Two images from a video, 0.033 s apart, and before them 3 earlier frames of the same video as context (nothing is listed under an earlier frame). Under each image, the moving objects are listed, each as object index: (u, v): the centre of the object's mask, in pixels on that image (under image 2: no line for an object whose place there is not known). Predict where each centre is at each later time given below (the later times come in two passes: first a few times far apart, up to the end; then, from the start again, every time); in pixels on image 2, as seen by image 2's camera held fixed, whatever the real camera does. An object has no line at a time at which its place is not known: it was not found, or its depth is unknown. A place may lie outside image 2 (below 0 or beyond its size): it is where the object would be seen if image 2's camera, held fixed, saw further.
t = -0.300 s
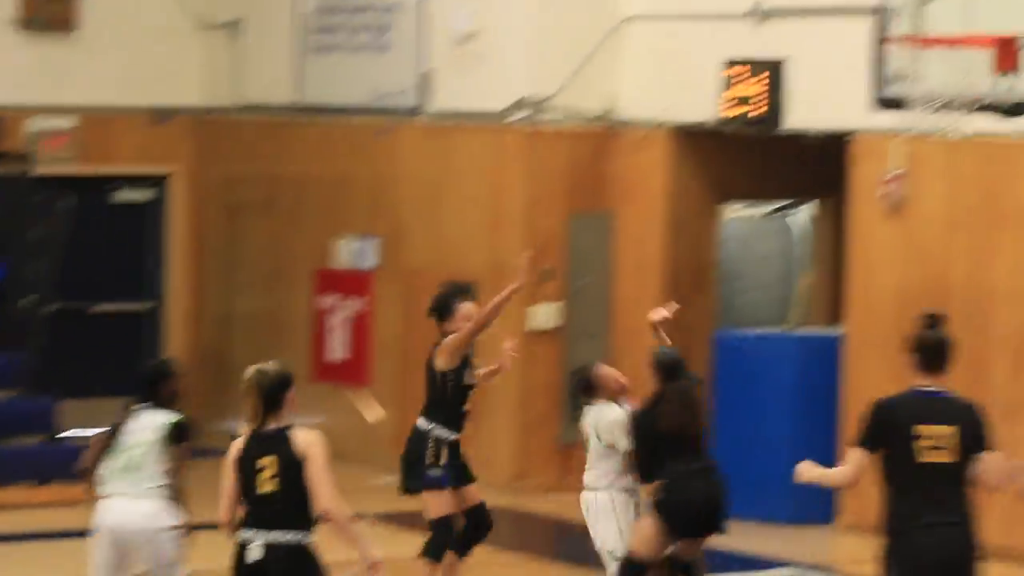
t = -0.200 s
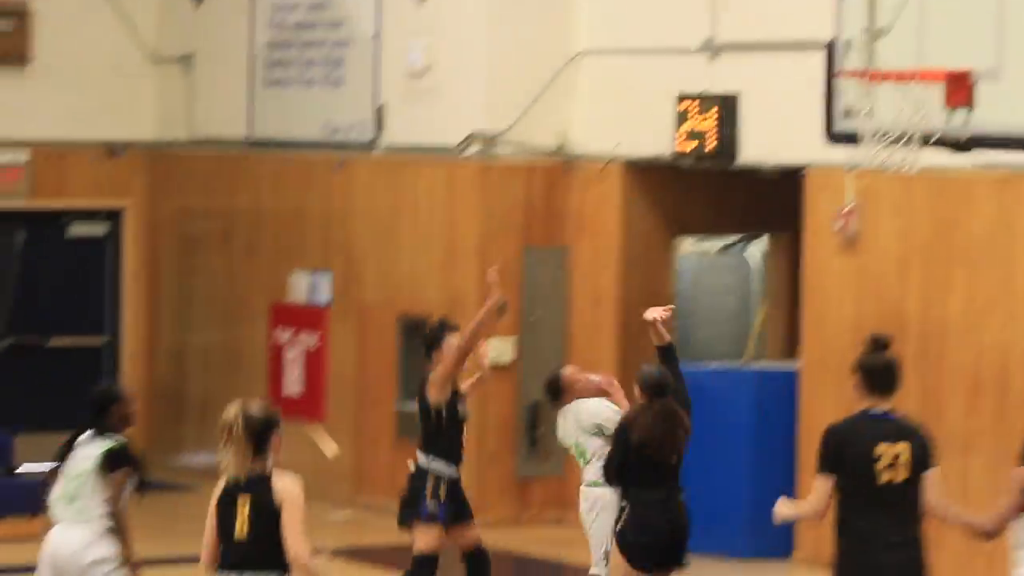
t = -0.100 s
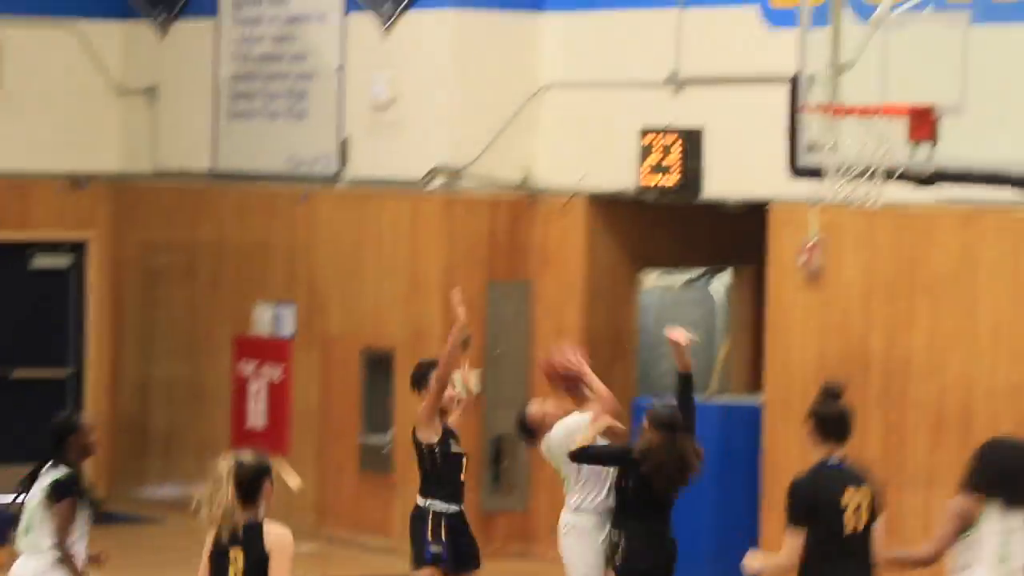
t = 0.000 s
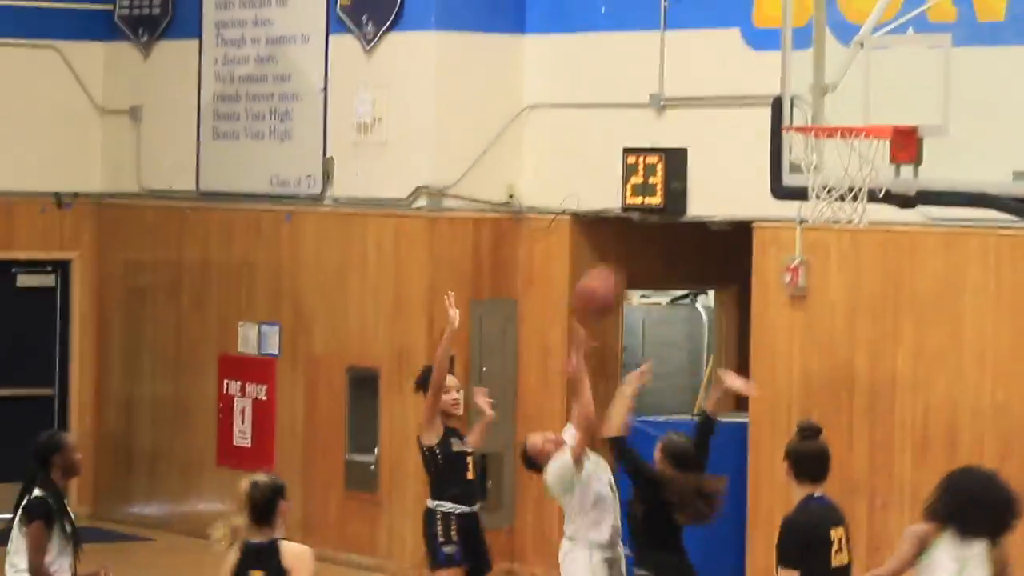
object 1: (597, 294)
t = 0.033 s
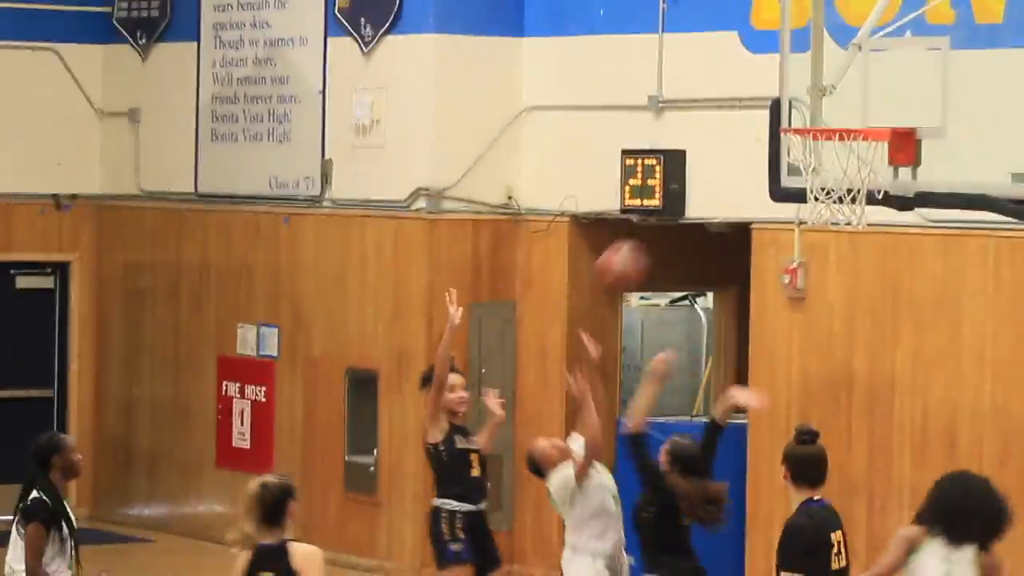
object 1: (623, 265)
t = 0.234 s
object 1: (758, 155)
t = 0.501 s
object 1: (762, 146)
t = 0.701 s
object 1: (646, 245)
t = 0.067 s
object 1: (642, 245)
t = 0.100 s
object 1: (662, 226)
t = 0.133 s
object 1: (681, 207)
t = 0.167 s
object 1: (709, 185)
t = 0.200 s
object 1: (732, 169)
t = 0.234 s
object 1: (758, 155)
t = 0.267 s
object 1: (773, 143)
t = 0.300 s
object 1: (804, 118)
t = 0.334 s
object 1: (818, 117)
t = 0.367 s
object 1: (824, 117)
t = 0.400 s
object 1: (818, 118)
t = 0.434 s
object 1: (797, 120)
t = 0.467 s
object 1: (774, 137)
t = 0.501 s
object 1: (762, 146)
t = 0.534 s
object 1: (742, 156)
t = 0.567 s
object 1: (723, 169)
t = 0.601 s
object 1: (703, 184)
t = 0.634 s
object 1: (682, 203)
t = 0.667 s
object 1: (663, 224)
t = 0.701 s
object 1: (646, 245)
